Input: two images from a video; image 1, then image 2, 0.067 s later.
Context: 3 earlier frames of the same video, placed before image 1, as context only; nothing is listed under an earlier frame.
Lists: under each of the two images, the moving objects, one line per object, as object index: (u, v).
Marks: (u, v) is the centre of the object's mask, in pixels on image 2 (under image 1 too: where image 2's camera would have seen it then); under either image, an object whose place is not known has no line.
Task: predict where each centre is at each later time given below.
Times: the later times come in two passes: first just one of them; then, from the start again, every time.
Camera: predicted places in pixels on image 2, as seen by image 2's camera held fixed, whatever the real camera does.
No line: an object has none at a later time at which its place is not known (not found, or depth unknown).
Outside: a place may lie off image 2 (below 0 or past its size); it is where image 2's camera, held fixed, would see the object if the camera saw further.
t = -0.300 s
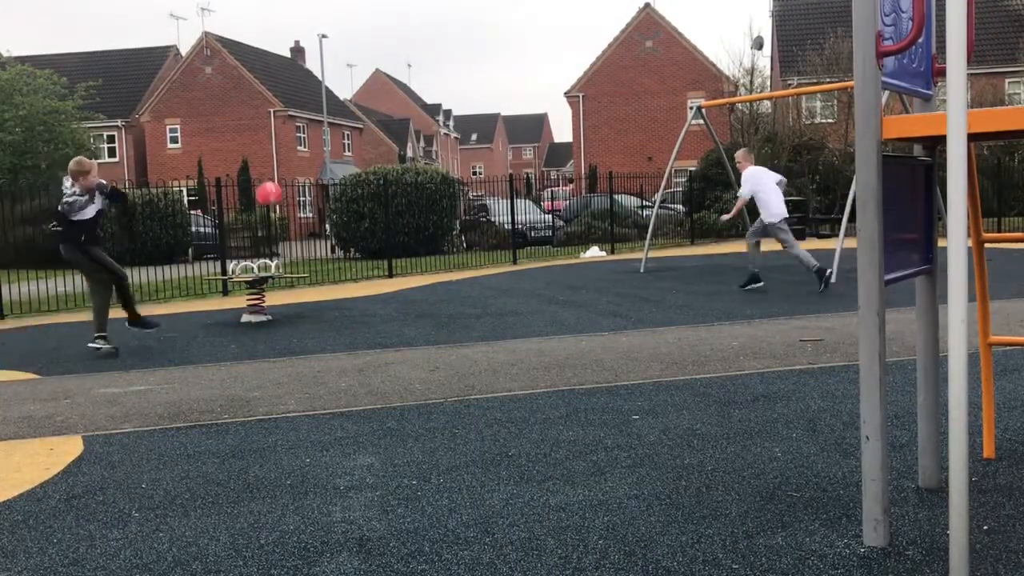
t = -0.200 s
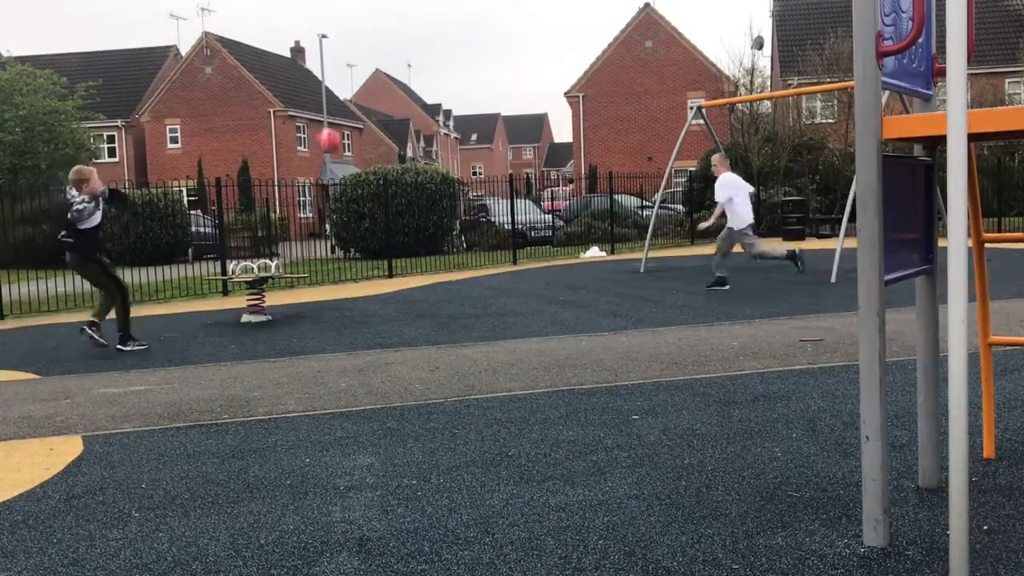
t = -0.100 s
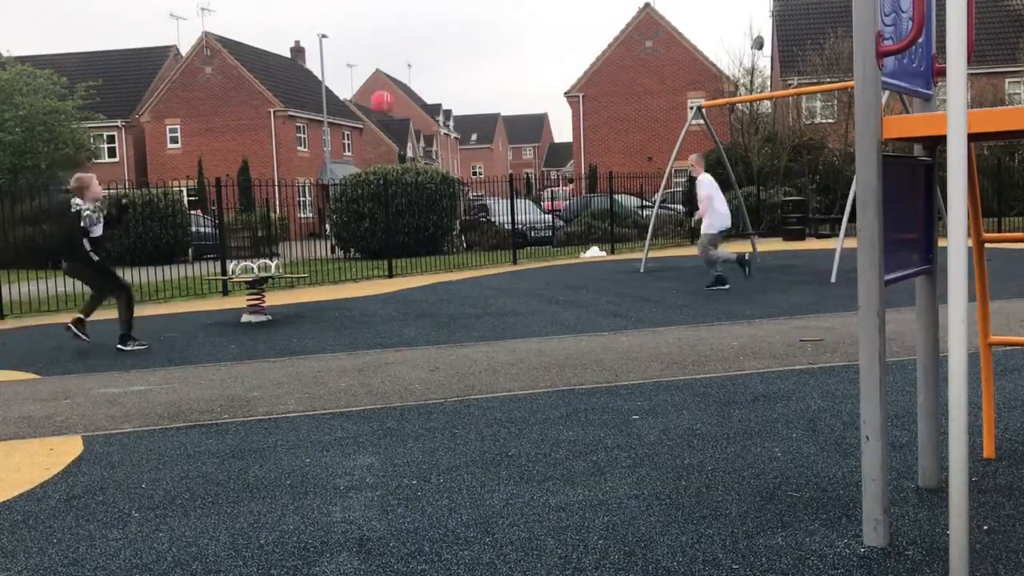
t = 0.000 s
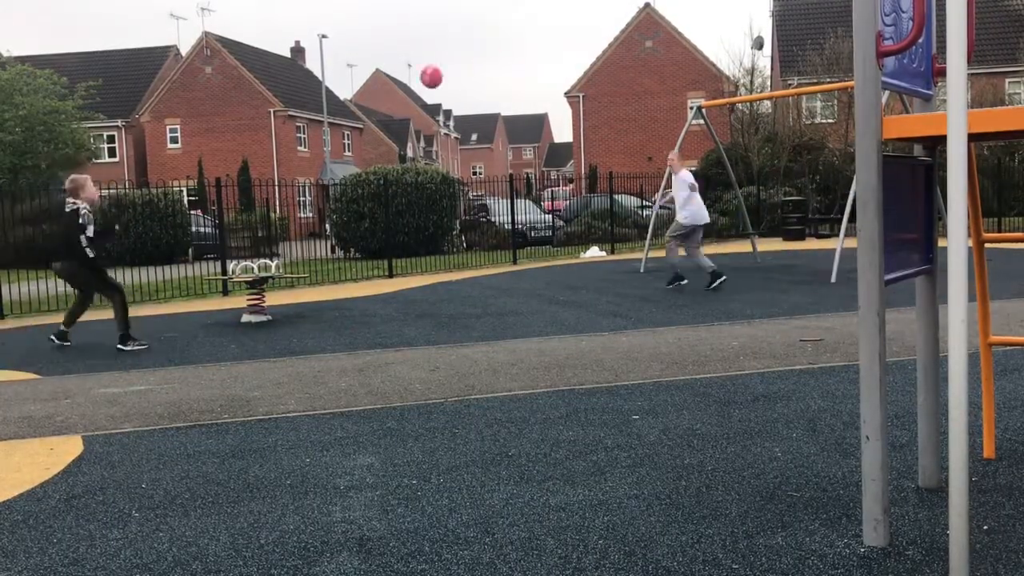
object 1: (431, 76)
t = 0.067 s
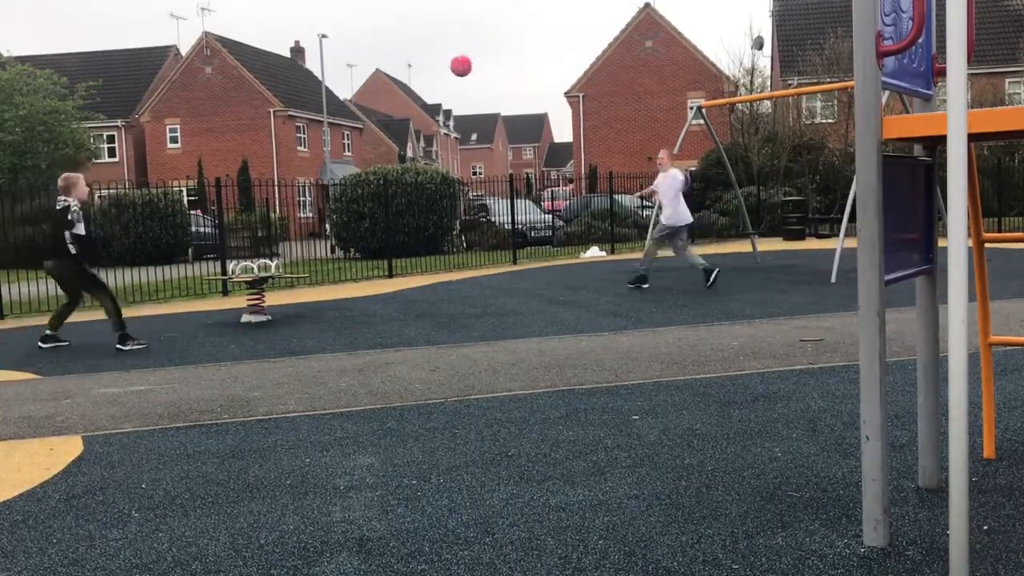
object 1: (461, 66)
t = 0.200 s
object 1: (516, 58)
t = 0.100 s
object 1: (475, 62)
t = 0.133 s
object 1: (489, 60)
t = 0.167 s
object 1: (503, 58)
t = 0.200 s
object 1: (516, 58)
